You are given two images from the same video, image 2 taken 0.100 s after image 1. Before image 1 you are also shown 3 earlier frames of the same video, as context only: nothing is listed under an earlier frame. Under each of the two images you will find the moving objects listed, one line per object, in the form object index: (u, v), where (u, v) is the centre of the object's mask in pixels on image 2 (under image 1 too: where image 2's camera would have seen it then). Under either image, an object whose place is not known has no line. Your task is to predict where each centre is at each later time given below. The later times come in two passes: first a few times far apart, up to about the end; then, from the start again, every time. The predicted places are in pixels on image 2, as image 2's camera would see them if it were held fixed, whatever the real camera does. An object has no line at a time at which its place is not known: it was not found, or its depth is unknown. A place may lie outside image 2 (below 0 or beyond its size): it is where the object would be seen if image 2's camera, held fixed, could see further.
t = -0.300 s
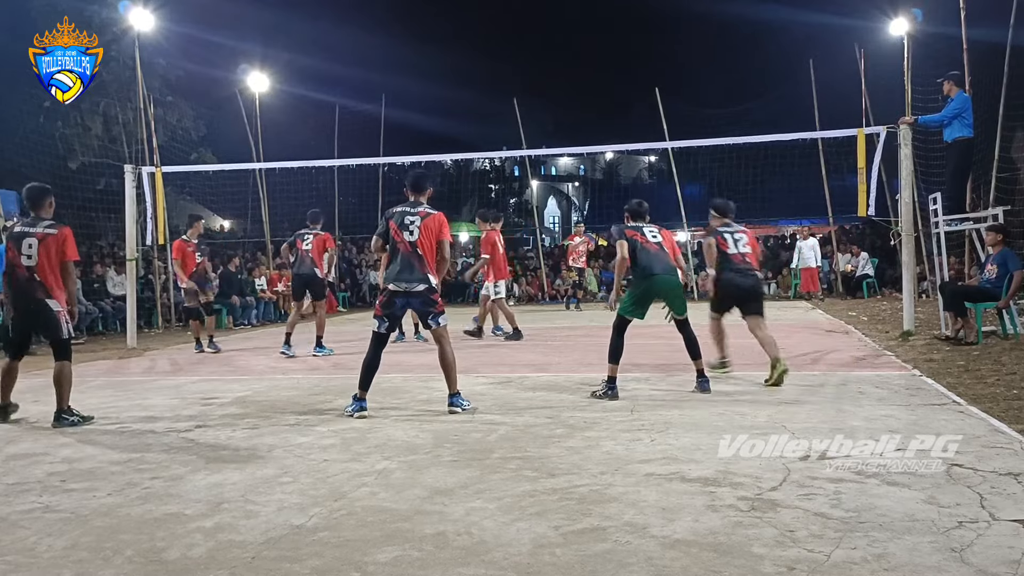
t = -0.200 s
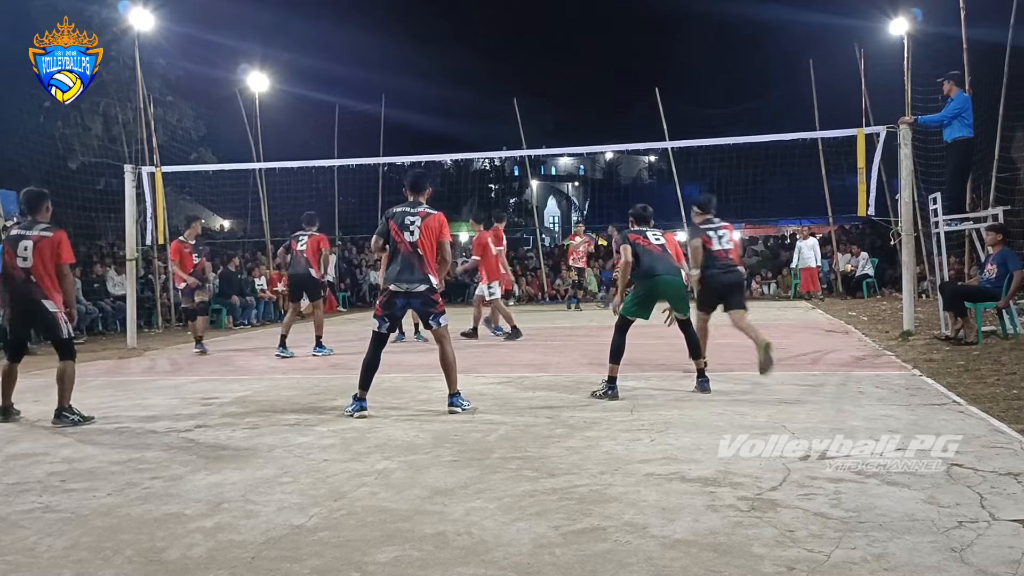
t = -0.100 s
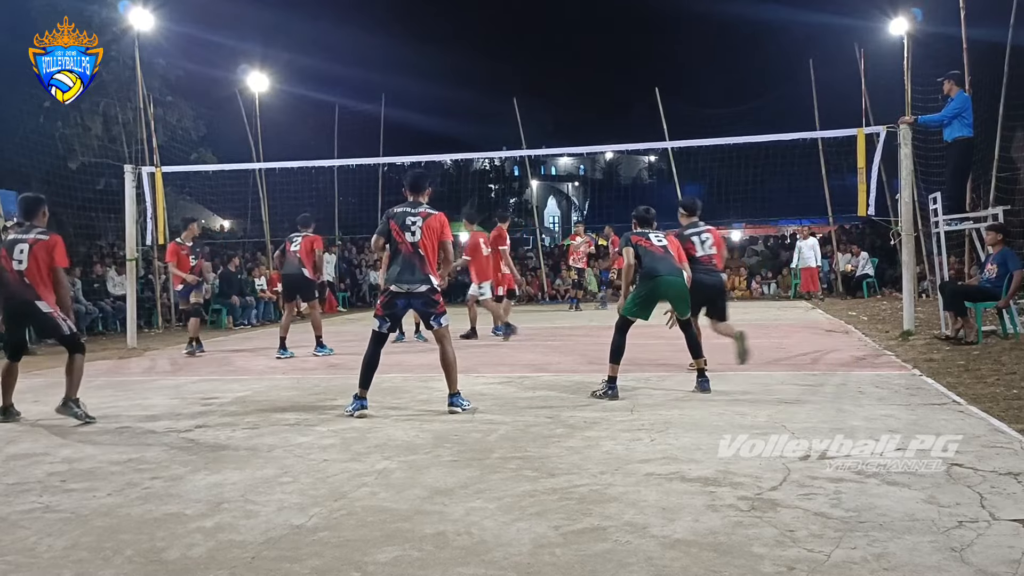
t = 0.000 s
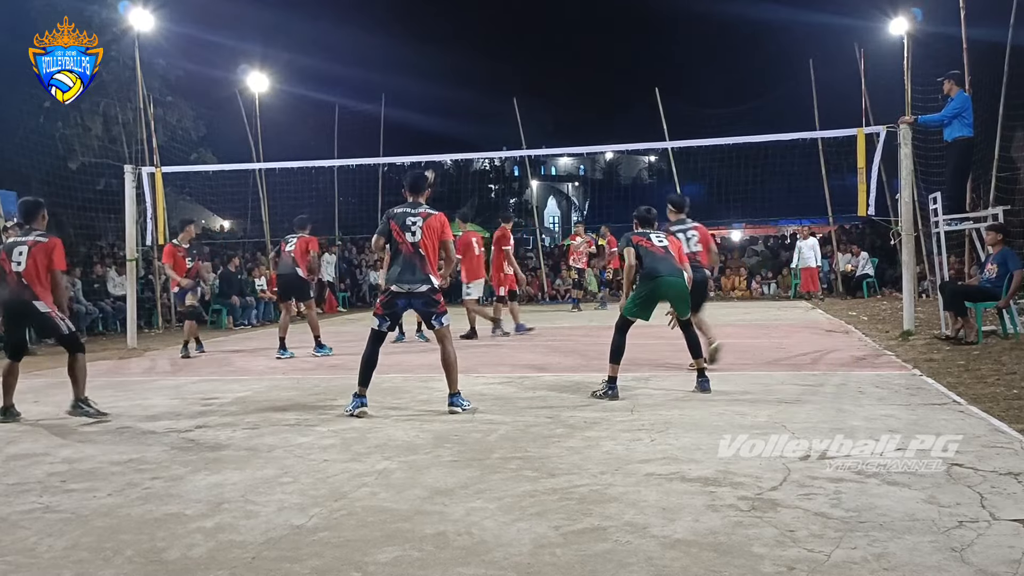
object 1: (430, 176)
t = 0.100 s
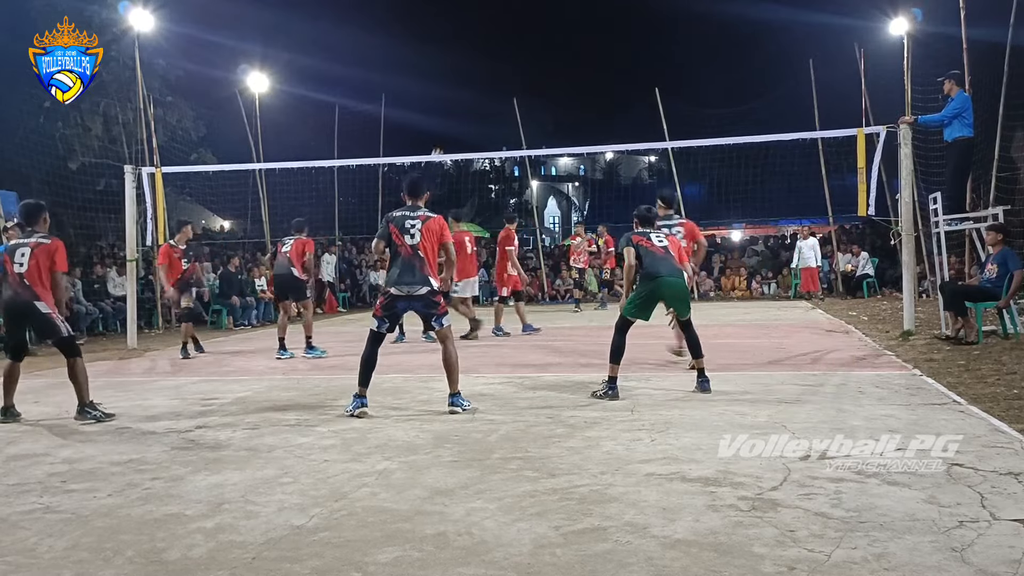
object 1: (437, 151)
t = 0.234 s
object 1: (450, 130)
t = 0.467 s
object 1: (490, 97)
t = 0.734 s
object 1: (572, 85)
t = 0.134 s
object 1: (440, 148)
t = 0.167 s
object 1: (443, 143)
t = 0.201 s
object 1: (446, 136)
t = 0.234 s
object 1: (450, 130)
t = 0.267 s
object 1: (454, 125)
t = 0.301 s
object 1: (459, 119)
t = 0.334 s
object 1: (464, 114)
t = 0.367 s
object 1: (470, 110)
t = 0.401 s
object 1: (476, 105)
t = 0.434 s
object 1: (482, 101)
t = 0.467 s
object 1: (490, 97)
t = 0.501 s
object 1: (497, 94)
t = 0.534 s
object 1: (506, 91)
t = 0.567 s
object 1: (515, 88)
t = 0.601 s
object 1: (524, 86)
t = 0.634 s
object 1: (535, 85)
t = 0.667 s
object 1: (547, 84)
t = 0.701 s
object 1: (559, 84)
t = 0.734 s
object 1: (572, 85)
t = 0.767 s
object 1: (587, 87)
